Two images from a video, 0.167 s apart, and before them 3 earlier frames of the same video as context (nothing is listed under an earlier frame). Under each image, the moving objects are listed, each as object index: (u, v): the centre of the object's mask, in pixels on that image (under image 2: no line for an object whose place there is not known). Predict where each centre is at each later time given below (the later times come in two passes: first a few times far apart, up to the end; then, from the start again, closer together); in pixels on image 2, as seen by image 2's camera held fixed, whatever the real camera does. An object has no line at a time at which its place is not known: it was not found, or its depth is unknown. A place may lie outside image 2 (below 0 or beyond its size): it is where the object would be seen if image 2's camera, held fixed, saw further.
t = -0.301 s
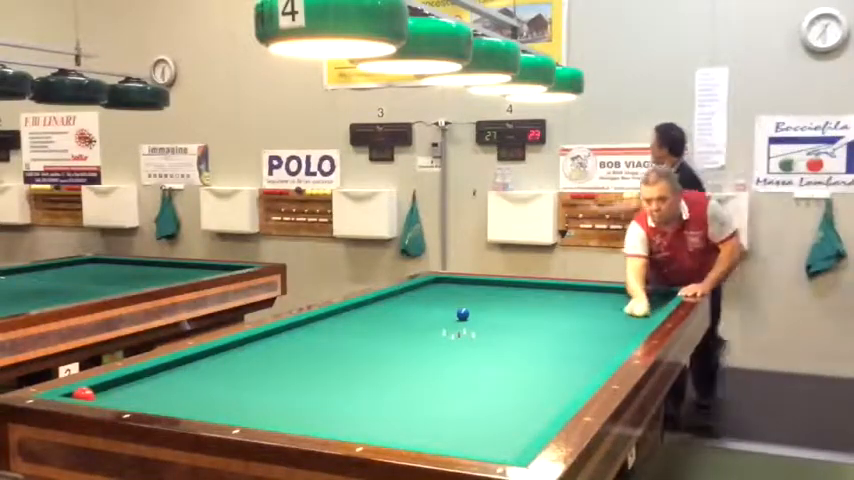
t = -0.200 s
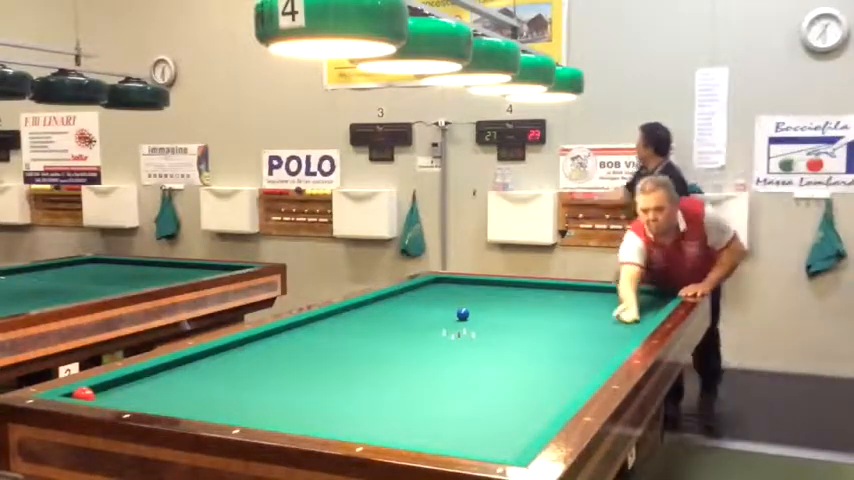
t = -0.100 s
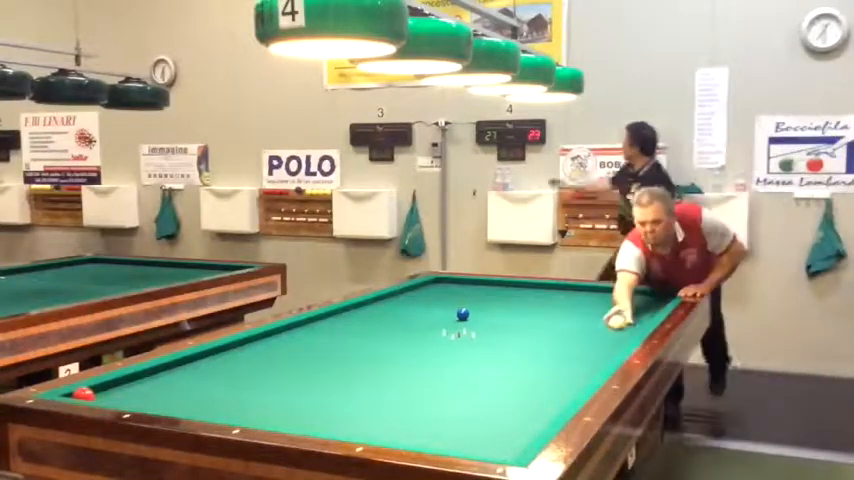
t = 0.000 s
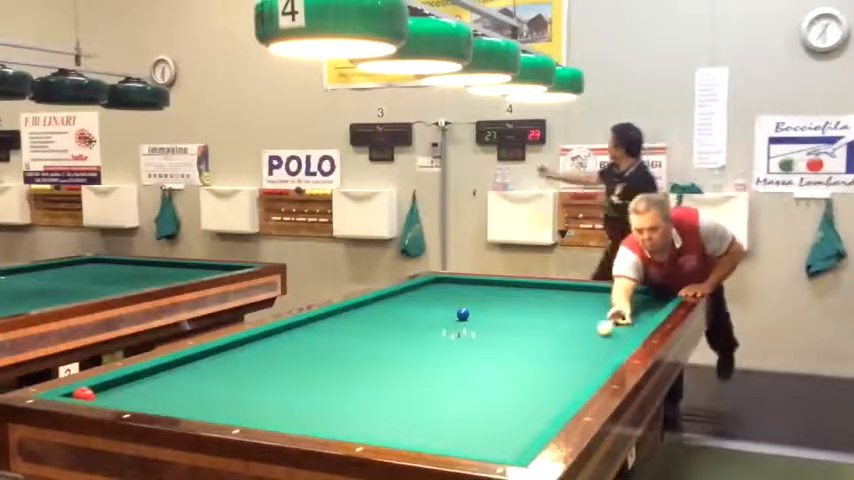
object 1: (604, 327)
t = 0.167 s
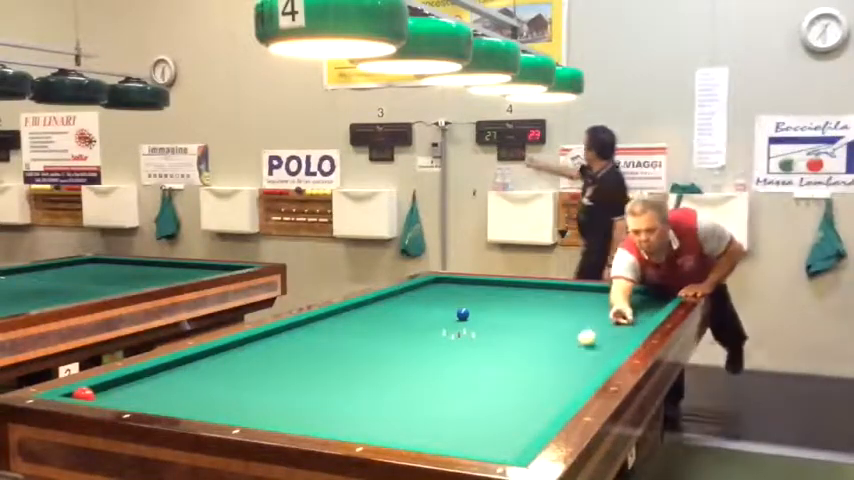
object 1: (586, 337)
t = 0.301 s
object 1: (573, 344)
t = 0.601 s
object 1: (531, 366)
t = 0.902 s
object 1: (484, 392)
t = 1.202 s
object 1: (421, 425)
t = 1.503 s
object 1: (415, 421)
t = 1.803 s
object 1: (439, 401)
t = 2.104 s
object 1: (456, 384)
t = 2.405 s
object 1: (472, 370)
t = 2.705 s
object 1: (485, 358)
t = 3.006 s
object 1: (496, 348)
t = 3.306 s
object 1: (506, 339)
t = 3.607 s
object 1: (515, 331)
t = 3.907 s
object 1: (524, 324)
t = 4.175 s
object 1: (530, 318)
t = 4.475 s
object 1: (536, 312)
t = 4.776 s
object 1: (542, 306)
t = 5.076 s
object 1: (547, 302)
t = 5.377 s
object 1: (552, 297)
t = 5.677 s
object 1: (557, 293)
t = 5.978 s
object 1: (561, 290)
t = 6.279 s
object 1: (564, 286)
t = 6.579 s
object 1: (561, 286)
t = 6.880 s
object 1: (557, 288)
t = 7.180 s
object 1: (553, 290)
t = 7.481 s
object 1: (549, 291)
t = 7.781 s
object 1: (545, 292)
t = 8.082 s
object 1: (542, 294)
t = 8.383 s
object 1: (538, 295)
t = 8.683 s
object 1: (535, 297)
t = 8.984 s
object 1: (533, 298)
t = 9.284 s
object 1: (530, 299)
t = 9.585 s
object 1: (528, 300)
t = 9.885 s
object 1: (526, 301)
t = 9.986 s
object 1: (526, 301)
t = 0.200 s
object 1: (582, 339)
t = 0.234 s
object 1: (578, 341)
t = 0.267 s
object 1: (575, 343)
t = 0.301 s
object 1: (573, 344)
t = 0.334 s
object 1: (567, 347)
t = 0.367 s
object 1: (563, 349)
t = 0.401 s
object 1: (559, 351)
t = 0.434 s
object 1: (556, 353)
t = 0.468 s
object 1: (550, 356)
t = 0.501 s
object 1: (546, 359)
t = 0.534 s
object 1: (541, 362)
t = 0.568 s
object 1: (536, 364)
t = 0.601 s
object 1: (531, 366)
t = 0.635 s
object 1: (526, 369)
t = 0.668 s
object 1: (522, 371)
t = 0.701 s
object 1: (517, 374)
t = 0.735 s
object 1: (511, 377)
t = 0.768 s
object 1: (506, 380)
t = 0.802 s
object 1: (500, 383)
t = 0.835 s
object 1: (495, 386)
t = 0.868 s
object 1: (489, 389)
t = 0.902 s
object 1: (484, 392)
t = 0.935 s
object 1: (478, 395)
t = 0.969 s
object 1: (472, 399)
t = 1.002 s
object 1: (466, 402)
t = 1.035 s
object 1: (459, 406)
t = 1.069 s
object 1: (451, 410)
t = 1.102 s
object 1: (444, 413)
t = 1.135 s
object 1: (437, 417)
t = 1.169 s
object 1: (428, 421)
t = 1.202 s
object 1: (421, 425)
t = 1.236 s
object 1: (414, 429)
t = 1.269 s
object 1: (406, 431)
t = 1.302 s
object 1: (398, 434)
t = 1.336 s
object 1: (396, 434)
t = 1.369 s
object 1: (398, 434)
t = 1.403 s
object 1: (404, 430)
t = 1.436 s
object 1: (408, 429)
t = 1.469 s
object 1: (412, 424)
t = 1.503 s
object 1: (415, 421)
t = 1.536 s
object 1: (419, 419)
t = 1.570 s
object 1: (422, 416)
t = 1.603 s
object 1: (425, 413)
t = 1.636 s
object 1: (428, 411)
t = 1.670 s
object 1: (431, 409)
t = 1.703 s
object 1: (432, 407)
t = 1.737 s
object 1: (434, 405)
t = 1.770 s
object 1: (436, 403)
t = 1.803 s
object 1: (439, 401)
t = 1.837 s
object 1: (441, 399)
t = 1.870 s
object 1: (443, 397)
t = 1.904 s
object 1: (445, 395)
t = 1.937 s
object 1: (447, 393)
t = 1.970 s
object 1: (449, 391)
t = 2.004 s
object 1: (450, 389)
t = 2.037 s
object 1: (453, 388)
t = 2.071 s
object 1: (455, 385)
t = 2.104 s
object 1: (456, 384)
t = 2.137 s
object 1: (458, 383)
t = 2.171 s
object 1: (461, 381)
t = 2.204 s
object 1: (463, 380)
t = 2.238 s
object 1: (464, 378)
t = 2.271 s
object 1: (465, 377)
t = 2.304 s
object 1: (467, 375)
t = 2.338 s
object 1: (469, 373)
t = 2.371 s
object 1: (470, 372)
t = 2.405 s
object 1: (472, 370)
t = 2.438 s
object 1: (474, 369)
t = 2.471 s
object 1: (475, 368)
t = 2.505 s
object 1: (477, 366)
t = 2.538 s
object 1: (478, 365)
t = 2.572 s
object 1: (479, 364)
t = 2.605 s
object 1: (481, 363)
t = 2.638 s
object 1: (482, 362)
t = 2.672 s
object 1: (483, 360)
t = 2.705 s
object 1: (485, 358)
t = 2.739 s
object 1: (487, 357)
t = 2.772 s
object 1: (488, 356)
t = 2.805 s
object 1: (489, 355)
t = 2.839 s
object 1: (490, 354)
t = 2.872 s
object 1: (491, 353)
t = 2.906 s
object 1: (493, 351)
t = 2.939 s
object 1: (494, 350)
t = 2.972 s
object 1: (495, 349)
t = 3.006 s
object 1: (496, 348)
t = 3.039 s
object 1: (498, 347)
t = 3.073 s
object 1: (499, 346)
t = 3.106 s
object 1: (500, 345)
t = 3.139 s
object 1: (502, 342)
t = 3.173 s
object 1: (503, 342)
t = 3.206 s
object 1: (504, 341)
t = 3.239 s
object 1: (504, 340)
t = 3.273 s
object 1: (505, 340)
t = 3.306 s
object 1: (506, 339)
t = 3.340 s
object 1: (507, 338)
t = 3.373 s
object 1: (509, 336)
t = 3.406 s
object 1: (510, 335)
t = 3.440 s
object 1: (511, 335)
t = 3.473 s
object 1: (511, 334)
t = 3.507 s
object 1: (513, 333)
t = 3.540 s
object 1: (513, 333)
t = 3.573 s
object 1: (515, 331)
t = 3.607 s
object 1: (515, 331)
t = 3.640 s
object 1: (516, 330)
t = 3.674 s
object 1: (517, 329)
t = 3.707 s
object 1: (519, 328)
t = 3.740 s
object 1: (519, 327)
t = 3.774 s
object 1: (521, 327)
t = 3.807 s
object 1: (521, 326)
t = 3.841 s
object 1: (522, 325)
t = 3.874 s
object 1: (523, 324)
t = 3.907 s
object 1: (524, 324)
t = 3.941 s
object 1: (524, 323)
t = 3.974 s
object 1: (525, 322)
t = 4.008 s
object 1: (526, 321)
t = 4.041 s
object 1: (527, 321)
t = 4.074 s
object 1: (528, 320)
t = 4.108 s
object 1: (528, 319)
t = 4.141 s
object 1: (529, 318)
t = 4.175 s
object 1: (530, 318)
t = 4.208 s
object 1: (531, 317)
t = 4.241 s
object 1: (532, 316)
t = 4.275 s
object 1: (533, 316)
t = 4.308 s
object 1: (533, 315)
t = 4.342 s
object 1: (534, 315)
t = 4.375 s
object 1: (534, 315)
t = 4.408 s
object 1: (535, 313)
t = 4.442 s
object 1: (536, 312)
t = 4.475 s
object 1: (536, 312)
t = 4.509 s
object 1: (538, 311)
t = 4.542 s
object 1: (538, 311)
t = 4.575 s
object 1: (539, 310)
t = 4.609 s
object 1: (539, 309)
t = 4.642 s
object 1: (540, 309)
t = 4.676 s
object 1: (541, 308)
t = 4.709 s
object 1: (541, 308)
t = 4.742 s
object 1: (542, 306)
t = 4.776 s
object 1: (542, 306)
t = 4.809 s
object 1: (543, 306)
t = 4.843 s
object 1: (543, 305)
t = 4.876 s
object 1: (544, 305)
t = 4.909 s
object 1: (545, 304)
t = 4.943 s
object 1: (545, 304)
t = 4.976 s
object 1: (545, 304)
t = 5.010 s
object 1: (547, 302)
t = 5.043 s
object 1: (547, 302)
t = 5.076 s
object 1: (547, 302)
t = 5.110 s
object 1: (548, 301)
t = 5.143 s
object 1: (549, 300)
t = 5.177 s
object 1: (549, 299)
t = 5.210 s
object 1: (550, 299)
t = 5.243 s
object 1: (550, 299)
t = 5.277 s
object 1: (551, 299)
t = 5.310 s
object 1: (552, 299)
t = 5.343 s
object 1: (552, 297)
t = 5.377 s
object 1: (552, 297)
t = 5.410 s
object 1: (553, 297)
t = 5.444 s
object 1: (553, 296)
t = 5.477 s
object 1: (554, 296)
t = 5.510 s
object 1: (554, 295)
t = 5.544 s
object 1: (555, 295)
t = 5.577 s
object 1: (555, 294)
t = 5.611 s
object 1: (556, 294)
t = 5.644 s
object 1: (556, 294)
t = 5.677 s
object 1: (557, 293)
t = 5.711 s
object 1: (557, 293)
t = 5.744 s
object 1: (558, 292)
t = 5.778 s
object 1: (558, 292)
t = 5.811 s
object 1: (559, 292)
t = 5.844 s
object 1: (559, 291)
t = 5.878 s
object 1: (560, 291)
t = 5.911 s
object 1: (560, 290)
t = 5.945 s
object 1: (560, 290)
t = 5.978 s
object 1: (561, 290)
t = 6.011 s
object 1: (561, 289)
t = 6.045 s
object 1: (562, 289)
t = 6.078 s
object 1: (562, 288)
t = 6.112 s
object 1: (562, 288)
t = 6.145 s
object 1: (563, 288)
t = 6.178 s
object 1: (563, 287)
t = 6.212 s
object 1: (564, 287)
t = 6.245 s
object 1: (564, 286)
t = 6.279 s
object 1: (564, 286)
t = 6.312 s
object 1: (565, 286)
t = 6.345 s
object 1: (565, 286)
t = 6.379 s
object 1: (564, 286)
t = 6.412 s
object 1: (564, 286)
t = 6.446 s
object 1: (563, 286)
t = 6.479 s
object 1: (562, 286)
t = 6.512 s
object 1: (562, 286)
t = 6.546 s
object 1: (562, 286)
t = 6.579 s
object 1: (561, 286)
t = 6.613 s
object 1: (561, 286)
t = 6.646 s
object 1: (560, 286)
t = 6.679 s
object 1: (560, 287)
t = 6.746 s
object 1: (559, 287)
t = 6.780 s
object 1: (558, 287)
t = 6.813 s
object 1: (558, 288)
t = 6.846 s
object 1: (557, 288)
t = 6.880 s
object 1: (557, 288)
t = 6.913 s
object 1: (557, 288)
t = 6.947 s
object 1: (556, 288)
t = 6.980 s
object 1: (556, 288)
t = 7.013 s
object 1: (555, 289)
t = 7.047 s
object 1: (555, 288)
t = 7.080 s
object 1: (554, 289)
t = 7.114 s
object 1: (554, 289)
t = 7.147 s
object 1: (553, 289)
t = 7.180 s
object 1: (553, 290)
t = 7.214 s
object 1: (552, 290)
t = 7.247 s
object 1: (552, 290)
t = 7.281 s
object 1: (552, 290)
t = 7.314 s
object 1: (551, 290)
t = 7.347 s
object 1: (551, 291)
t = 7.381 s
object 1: (550, 291)
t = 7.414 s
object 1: (550, 291)
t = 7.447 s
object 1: (549, 291)
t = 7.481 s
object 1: (549, 291)
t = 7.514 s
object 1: (548, 291)
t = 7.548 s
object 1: (548, 291)
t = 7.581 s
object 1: (548, 292)
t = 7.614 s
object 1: (547, 292)
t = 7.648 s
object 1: (547, 292)
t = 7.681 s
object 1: (546, 292)
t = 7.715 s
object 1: (546, 292)
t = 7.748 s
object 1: (546, 292)
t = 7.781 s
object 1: (545, 292)
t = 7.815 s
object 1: (545, 292)
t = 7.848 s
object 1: (544, 292)
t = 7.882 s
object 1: (544, 293)
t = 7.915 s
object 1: (544, 293)
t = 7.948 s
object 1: (543, 293)
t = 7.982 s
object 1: (543, 294)
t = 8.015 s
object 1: (542, 294)
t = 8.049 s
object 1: (542, 294)
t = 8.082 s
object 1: (542, 294)
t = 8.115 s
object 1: (541, 294)
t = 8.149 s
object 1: (541, 294)
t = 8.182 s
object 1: (540, 295)
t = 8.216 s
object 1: (540, 295)
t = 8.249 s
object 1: (540, 295)
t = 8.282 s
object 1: (539, 295)
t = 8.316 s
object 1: (539, 295)
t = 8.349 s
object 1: (539, 295)
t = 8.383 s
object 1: (538, 295)
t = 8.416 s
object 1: (538, 295)
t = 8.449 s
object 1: (537, 296)
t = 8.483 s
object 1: (537, 296)
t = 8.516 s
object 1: (537, 296)
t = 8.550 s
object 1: (537, 296)
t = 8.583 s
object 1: (536, 296)
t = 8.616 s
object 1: (536, 296)
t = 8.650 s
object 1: (535, 296)
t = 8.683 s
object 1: (535, 297)
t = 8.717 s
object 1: (535, 296)
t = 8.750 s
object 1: (534, 297)
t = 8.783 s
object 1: (534, 297)
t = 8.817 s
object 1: (534, 297)
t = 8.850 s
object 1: (534, 297)
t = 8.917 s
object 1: (533, 297)
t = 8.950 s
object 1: (533, 298)
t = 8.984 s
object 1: (533, 298)
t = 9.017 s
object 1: (532, 298)
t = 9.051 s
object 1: (532, 298)
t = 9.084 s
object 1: (532, 298)
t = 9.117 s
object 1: (531, 298)
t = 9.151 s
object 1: (531, 298)
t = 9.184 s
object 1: (531, 298)
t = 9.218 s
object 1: (531, 298)
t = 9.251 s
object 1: (531, 298)
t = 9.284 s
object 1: (530, 299)
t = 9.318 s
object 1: (530, 299)
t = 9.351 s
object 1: (529, 299)
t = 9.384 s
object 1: (529, 299)
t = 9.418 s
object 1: (529, 299)
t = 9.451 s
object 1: (529, 299)
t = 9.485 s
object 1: (528, 299)
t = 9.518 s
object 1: (528, 299)
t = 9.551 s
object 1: (528, 300)
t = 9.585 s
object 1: (528, 300)
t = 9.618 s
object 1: (528, 300)
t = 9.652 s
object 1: (527, 300)
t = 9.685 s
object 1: (527, 300)
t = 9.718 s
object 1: (527, 300)
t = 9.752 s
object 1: (527, 300)
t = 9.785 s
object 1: (526, 301)
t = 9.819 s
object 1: (526, 300)
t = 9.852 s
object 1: (526, 301)
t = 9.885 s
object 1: (526, 301)
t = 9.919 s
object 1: (526, 301)
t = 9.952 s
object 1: (526, 301)
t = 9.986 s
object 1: (526, 301)
